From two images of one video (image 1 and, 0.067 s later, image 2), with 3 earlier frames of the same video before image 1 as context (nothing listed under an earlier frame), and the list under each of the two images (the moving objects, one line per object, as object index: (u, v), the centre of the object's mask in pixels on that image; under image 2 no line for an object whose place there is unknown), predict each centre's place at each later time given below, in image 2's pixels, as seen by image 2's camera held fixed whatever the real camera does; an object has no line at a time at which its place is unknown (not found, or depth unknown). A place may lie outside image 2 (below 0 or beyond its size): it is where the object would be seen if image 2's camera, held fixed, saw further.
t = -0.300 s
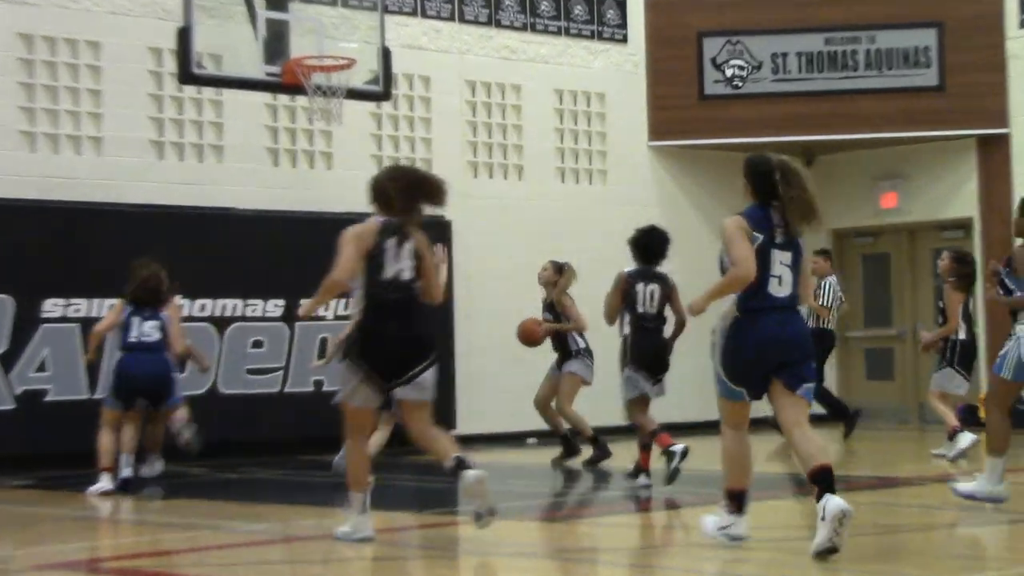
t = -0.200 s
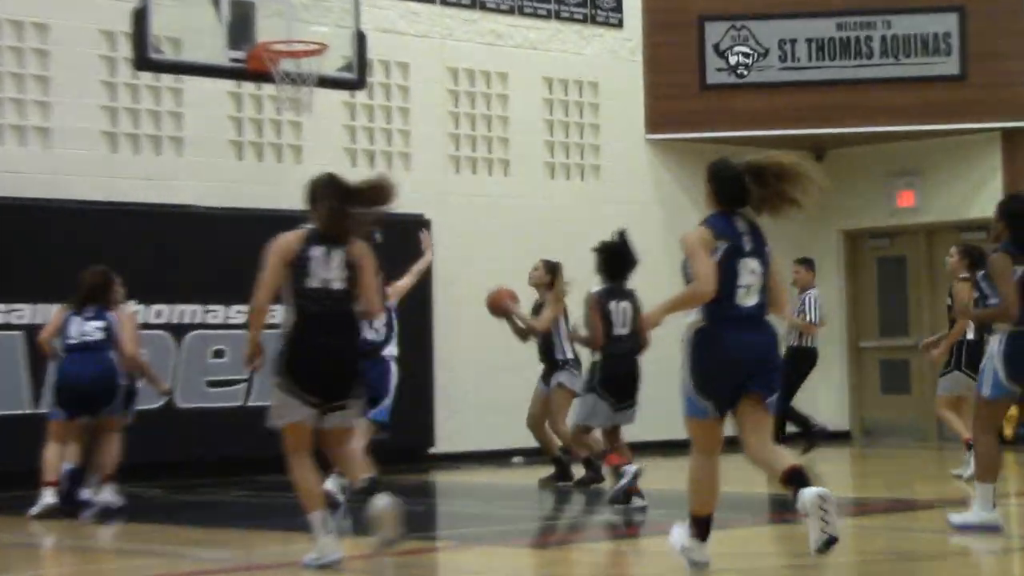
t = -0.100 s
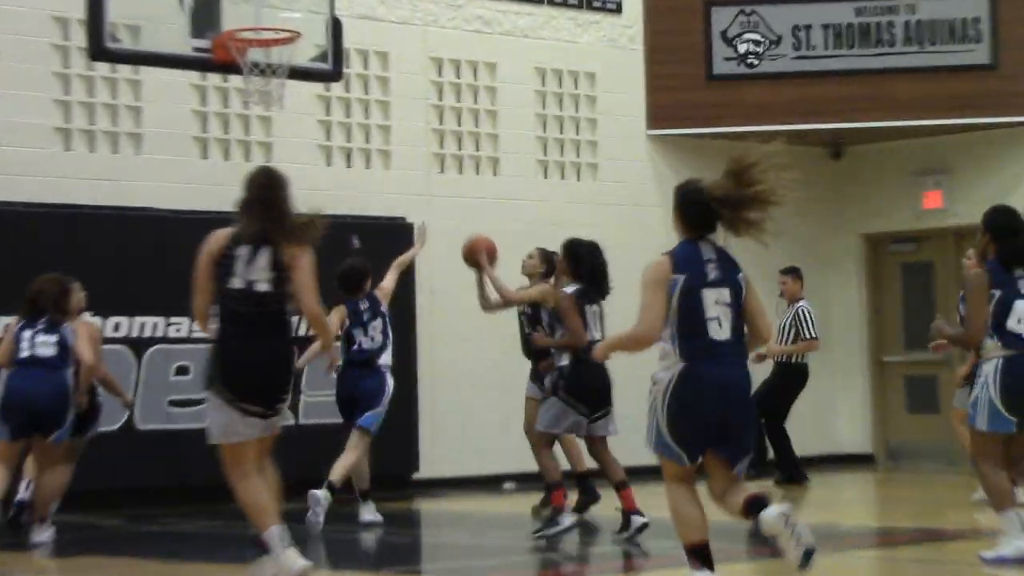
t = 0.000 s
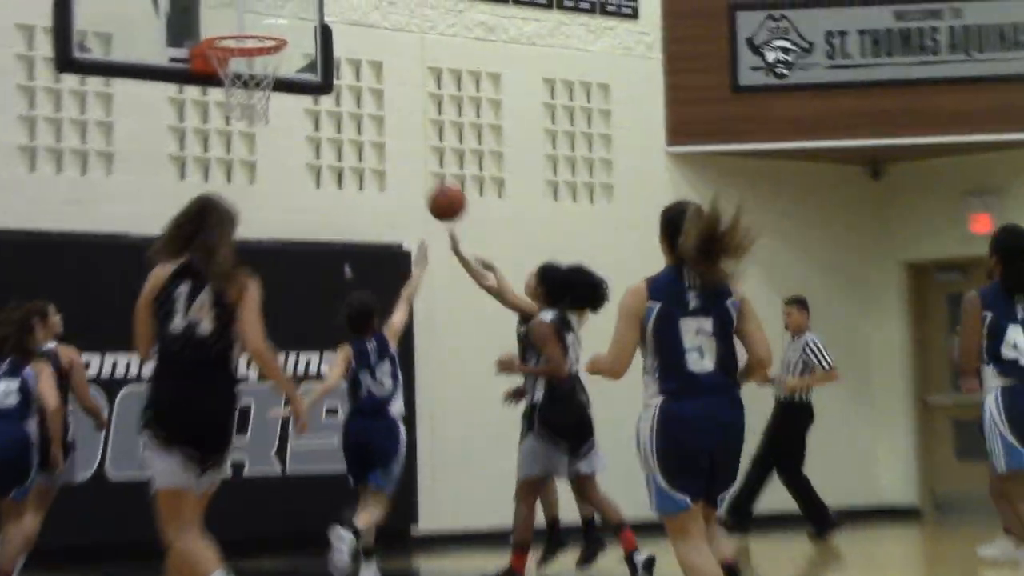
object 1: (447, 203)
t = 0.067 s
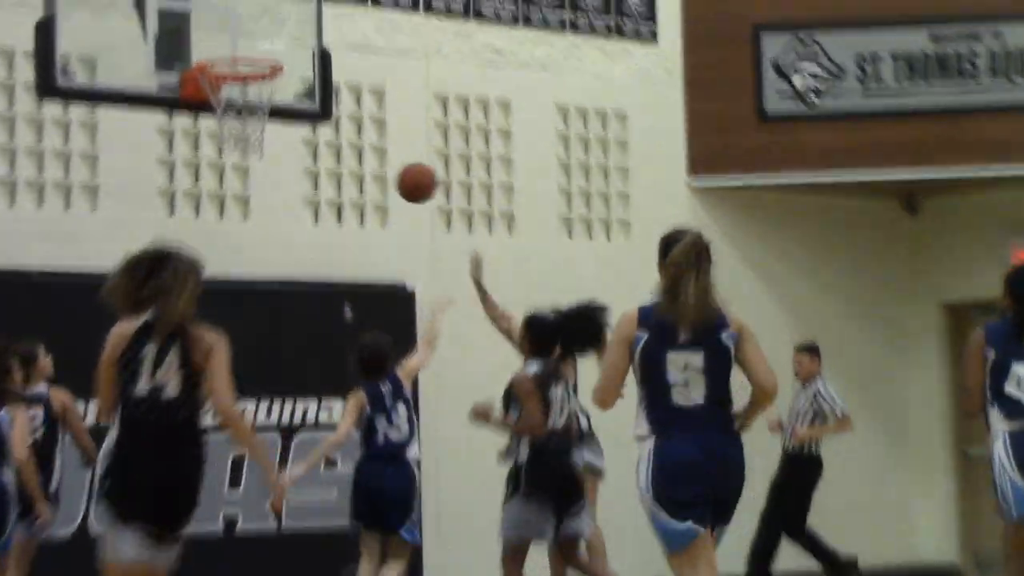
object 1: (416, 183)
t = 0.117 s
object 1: (389, 145)
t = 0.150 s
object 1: (370, 124)
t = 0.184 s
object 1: (352, 103)
